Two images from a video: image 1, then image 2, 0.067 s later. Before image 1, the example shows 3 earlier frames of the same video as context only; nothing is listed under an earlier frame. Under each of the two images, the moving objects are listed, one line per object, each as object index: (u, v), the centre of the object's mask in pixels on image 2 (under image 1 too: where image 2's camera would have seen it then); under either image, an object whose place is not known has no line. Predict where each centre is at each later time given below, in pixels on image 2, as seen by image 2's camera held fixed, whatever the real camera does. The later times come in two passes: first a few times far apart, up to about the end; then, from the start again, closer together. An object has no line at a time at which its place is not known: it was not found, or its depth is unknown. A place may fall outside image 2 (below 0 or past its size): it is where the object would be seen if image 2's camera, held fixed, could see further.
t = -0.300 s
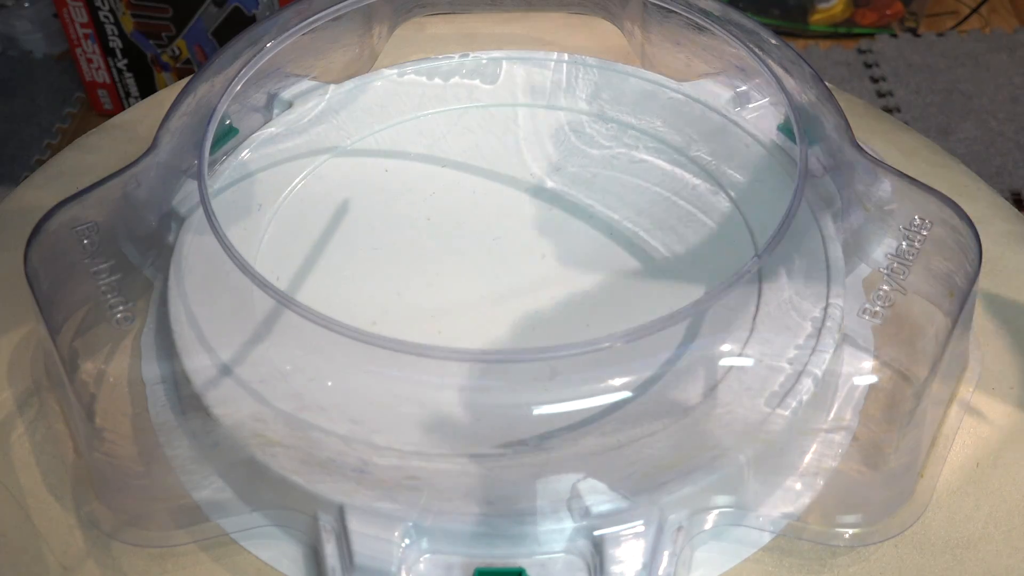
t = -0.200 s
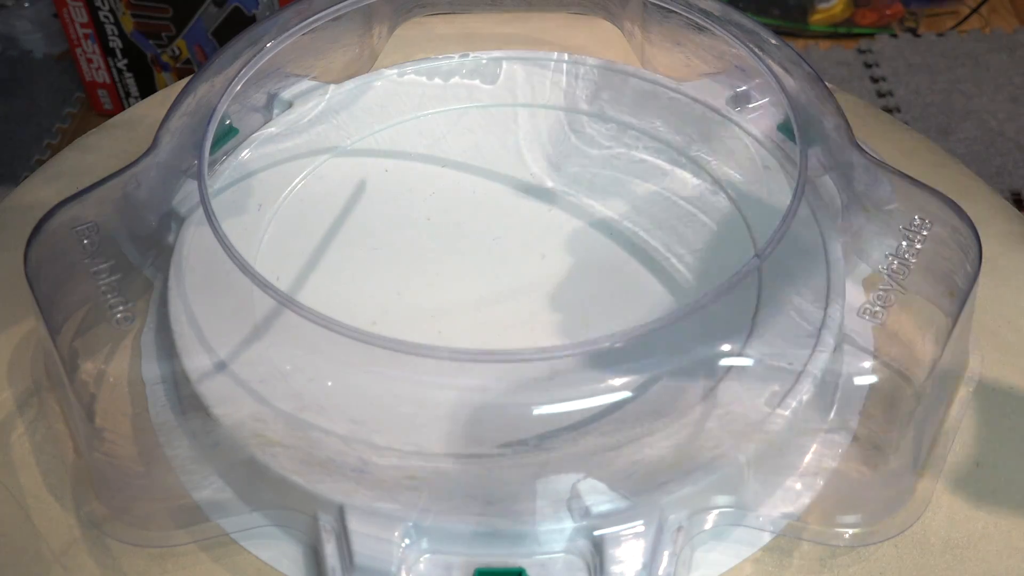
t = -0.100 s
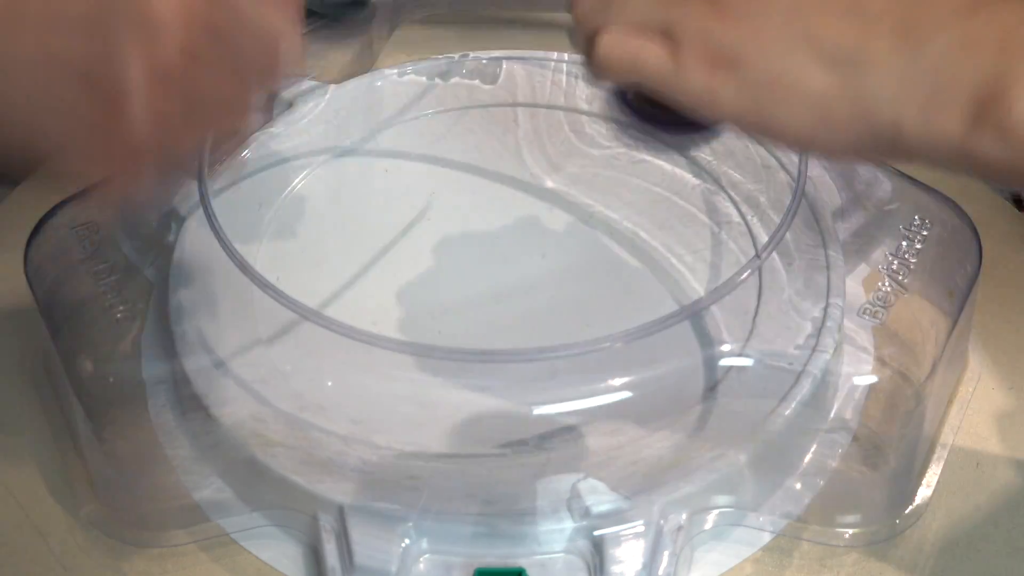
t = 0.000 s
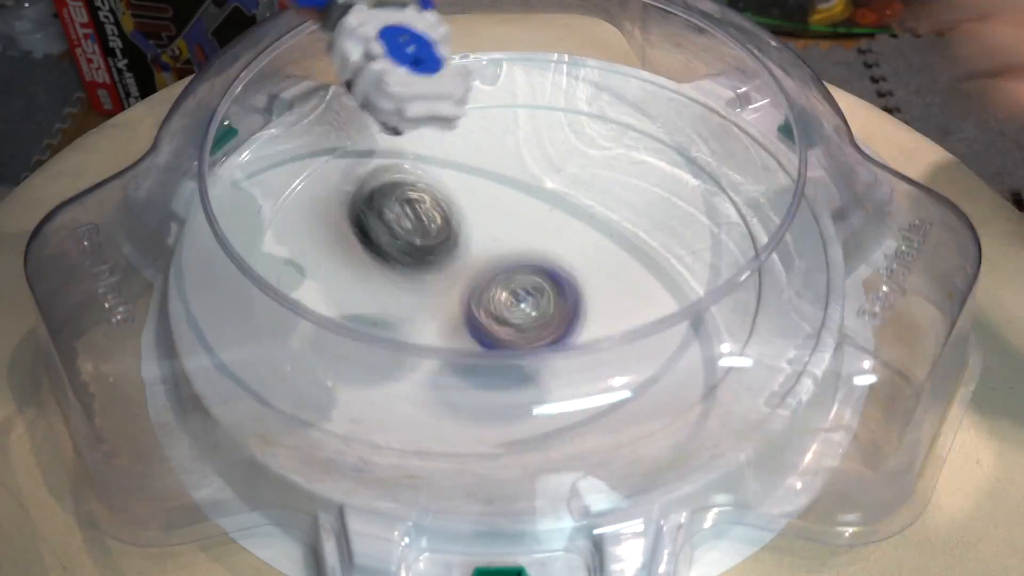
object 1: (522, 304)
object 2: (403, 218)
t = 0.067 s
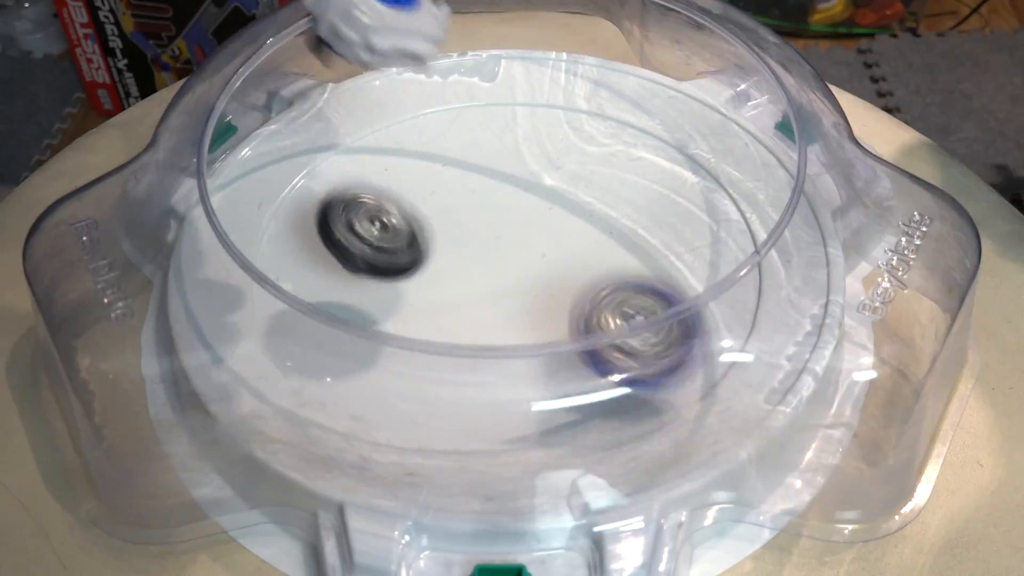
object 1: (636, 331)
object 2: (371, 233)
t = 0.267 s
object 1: (681, 300)
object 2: (327, 257)
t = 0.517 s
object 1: (501, 171)
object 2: (488, 359)
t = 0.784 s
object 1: (524, 132)
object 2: (583, 396)
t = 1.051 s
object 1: (640, 205)
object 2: (543, 313)
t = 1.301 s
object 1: (584, 222)
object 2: (487, 335)
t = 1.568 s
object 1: (540, 150)
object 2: (524, 259)
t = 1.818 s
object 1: (552, 128)
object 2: (718, 158)
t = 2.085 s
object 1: (554, 213)
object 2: (744, 160)
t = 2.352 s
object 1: (369, 260)
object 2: (570, 203)
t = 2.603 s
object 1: (317, 208)
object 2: (411, 179)
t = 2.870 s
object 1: (389, 211)
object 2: (471, 117)
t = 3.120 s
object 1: (479, 269)
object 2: (531, 181)
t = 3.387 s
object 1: (455, 354)
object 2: (440, 270)
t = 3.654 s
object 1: (394, 337)
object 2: (300, 255)
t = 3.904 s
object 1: (440, 305)
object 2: (302, 219)
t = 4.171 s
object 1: (561, 331)
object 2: (456, 273)
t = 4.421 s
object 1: (740, 383)
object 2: (413, 253)
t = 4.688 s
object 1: (741, 321)
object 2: (382, 274)
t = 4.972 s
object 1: (755, 253)
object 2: (336, 139)
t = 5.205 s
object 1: (569, 214)
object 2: (535, 142)
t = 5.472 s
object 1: (644, 276)
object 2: (465, 156)
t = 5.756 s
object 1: (539, 228)
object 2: (440, 231)
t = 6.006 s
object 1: (524, 70)
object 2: (311, 331)
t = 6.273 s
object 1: (463, 110)
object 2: (405, 303)
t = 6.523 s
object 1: (403, 275)
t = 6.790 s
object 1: (364, 357)
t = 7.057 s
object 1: (416, 242)
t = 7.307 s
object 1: (390, 212)
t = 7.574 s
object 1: (338, 233)
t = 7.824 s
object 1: (424, 285)
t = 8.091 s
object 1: (536, 312)
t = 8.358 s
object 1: (624, 296)
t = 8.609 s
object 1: (616, 259)
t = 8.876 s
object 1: (548, 203)
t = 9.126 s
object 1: (478, 172)
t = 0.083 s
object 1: (671, 350)
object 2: (362, 218)
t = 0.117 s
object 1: (702, 351)
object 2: (344, 203)
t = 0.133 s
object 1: (706, 345)
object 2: (336, 200)
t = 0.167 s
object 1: (713, 339)
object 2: (324, 211)
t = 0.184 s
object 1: (713, 333)
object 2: (318, 222)
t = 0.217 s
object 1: (706, 321)
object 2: (311, 256)
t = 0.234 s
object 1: (699, 314)
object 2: (315, 255)
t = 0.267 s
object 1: (681, 300)
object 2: (327, 257)
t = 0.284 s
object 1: (669, 293)
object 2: (334, 263)
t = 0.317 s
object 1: (639, 278)
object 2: (355, 267)
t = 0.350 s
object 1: (609, 268)
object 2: (380, 274)
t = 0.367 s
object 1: (593, 262)
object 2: (394, 277)
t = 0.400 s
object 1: (557, 253)
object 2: (424, 286)
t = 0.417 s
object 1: (539, 249)
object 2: (440, 291)
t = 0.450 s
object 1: (524, 216)
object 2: (454, 308)
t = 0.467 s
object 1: (517, 203)
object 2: (461, 315)
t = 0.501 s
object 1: (505, 184)
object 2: (479, 343)
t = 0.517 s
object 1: (501, 171)
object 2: (488, 359)
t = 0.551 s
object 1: (494, 154)
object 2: (507, 374)
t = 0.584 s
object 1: (490, 139)
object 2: (528, 396)
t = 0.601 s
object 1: (490, 133)
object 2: (537, 404)
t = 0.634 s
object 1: (490, 122)
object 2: (557, 411)
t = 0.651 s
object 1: (491, 119)
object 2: (563, 411)
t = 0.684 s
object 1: (496, 117)
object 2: (574, 409)
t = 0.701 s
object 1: (500, 117)
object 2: (577, 409)
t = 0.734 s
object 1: (508, 120)
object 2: (582, 405)
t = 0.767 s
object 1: (519, 127)
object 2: (583, 399)
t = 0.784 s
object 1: (524, 132)
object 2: (583, 396)
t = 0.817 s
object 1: (539, 145)
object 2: (583, 385)
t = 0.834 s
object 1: (548, 153)
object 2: (584, 381)
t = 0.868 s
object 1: (567, 170)
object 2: (575, 359)
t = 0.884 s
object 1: (577, 179)
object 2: (570, 343)
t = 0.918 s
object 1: (596, 203)
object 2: (564, 329)
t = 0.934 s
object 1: (604, 218)
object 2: (560, 313)
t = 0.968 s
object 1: (616, 236)
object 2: (560, 307)
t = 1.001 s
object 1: (627, 212)
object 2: (553, 301)
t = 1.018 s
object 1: (632, 206)
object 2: (550, 301)
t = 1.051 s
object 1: (640, 205)
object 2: (543, 313)
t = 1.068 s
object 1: (644, 211)
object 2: (539, 317)
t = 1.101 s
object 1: (650, 234)
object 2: (535, 313)
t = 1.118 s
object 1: (648, 233)
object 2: (533, 315)
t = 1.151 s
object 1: (641, 242)
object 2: (530, 316)
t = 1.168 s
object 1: (634, 247)
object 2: (531, 316)
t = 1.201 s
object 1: (618, 251)
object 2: (527, 316)
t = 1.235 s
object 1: (612, 244)
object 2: (512, 320)
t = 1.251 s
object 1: (605, 238)
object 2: (505, 324)
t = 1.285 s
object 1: (591, 229)
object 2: (493, 333)
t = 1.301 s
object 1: (584, 222)
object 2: (487, 335)
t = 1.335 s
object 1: (571, 213)
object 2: (480, 335)
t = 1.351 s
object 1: (564, 207)
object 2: (478, 332)
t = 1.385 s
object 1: (555, 196)
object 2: (473, 322)
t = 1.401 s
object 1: (551, 192)
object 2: (475, 319)
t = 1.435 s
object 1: (544, 180)
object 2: (475, 314)
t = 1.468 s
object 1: (539, 171)
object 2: (482, 306)
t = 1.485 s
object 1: (538, 166)
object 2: (488, 300)
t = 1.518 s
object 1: (536, 158)
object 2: (500, 285)
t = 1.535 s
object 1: (537, 155)
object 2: (507, 277)
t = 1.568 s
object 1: (540, 150)
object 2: (524, 259)
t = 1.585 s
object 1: (542, 147)
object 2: (533, 250)
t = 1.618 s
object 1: (547, 146)
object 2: (552, 233)
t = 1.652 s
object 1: (554, 146)
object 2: (574, 216)
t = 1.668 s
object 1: (553, 140)
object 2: (590, 210)
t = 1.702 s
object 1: (550, 134)
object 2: (623, 198)
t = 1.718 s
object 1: (549, 132)
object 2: (638, 192)
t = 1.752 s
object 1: (549, 127)
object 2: (670, 180)
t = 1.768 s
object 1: (549, 127)
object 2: (685, 173)
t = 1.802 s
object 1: (551, 128)
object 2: (711, 163)
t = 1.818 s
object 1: (552, 128)
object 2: (718, 158)
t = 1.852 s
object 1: (556, 133)
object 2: (732, 159)
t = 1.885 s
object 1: (561, 138)
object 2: (744, 155)
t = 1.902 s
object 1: (564, 141)
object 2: (748, 158)
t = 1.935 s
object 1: (570, 150)
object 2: (753, 157)
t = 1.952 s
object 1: (573, 155)
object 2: (754, 158)
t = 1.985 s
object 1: (577, 167)
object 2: (754, 159)
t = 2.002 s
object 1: (576, 174)
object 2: (755, 159)
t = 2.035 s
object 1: (572, 190)
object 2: (752, 161)
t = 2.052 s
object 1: (567, 197)
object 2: (751, 160)
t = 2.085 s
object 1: (554, 213)
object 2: (744, 160)
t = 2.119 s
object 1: (536, 228)
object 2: (733, 162)
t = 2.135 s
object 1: (526, 235)
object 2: (727, 163)
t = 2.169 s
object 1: (501, 248)
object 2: (712, 168)
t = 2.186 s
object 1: (489, 253)
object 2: (702, 172)
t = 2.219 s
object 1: (463, 260)
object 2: (681, 177)
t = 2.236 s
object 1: (449, 262)
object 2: (669, 181)
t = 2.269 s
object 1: (424, 265)
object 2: (642, 188)
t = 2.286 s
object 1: (411, 266)
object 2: (629, 192)
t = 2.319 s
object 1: (388, 264)
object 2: (599, 198)
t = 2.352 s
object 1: (369, 260)
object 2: (570, 203)
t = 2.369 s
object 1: (360, 258)
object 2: (553, 205)
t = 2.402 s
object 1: (346, 253)
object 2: (523, 209)
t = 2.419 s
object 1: (341, 248)
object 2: (507, 210)
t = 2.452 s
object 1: (335, 241)
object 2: (478, 211)
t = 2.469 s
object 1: (332, 238)
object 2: (464, 209)
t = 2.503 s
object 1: (330, 229)
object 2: (438, 206)
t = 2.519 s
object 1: (331, 224)
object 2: (428, 204)
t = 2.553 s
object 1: (332, 213)
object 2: (418, 198)
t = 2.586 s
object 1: (322, 205)
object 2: (413, 182)
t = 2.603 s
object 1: (317, 208)
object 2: (411, 179)
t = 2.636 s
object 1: (314, 211)
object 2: (409, 164)
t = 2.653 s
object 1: (315, 208)
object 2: (412, 160)
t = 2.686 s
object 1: (318, 208)
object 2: (415, 149)
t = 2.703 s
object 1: (320, 208)
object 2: (418, 143)
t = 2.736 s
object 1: (329, 207)
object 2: (426, 134)
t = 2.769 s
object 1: (341, 207)
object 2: (436, 127)
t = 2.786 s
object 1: (348, 206)
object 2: (442, 125)
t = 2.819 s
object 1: (364, 208)
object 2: (454, 121)
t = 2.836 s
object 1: (372, 209)
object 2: (459, 119)
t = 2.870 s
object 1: (389, 211)
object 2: (471, 117)
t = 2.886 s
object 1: (396, 213)
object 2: (477, 119)
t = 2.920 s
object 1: (413, 217)
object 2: (489, 122)
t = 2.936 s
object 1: (420, 220)
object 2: (495, 124)
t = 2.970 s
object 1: (435, 226)
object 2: (505, 130)
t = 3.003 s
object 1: (448, 232)
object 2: (515, 139)
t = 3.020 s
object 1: (454, 238)
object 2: (519, 143)
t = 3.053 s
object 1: (464, 247)
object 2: (525, 155)
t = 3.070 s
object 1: (469, 253)
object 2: (528, 161)
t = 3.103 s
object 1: (476, 264)
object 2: (531, 174)
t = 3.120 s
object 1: (479, 269)
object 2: (531, 181)
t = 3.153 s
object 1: (482, 280)
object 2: (529, 195)
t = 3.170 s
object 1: (484, 287)
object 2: (527, 202)
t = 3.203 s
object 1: (483, 299)
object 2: (521, 216)
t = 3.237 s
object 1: (480, 307)
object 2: (512, 229)
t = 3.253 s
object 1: (479, 310)
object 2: (506, 235)
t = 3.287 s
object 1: (474, 326)
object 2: (493, 247)
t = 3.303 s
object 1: (470, 331)
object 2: (485, 251)
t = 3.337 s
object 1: (466, 342)
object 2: (468, 259)
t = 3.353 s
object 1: (462, 346)
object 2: (458, 263)
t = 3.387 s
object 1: (455, 354)
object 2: (440, 270)
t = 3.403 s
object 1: (450, 356)
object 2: (430, 272)
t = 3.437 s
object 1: (442, 358)
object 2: (410, 277)
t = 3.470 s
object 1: (432, 361)
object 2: (389, 280)
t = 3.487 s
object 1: (428, 361)
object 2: (380, 280)
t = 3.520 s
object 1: (418, 358)
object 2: (360, 278)
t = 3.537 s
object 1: (413, 356)
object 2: (351, 276)
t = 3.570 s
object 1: (404, 351)
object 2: (335, 272)
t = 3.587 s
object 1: (400, 347)
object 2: (328, 269)
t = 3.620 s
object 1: (396, 343)
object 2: (313, 262)
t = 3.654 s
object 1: (394, 337)
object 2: (300, 255)
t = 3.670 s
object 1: (393, 333)
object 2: (295, 251)
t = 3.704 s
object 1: (393, 328)
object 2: (285, 244)
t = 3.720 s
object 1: (394, 323)
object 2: (282, 241)
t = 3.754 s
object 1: (397, 318)
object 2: (276, 236)
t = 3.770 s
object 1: (399, 314)
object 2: (277, 232)
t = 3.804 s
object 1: (407, 306)
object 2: (277, 229)
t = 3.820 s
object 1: (410, 307)
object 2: (279, 226)
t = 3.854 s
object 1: (421, 305)
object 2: (285, 225)
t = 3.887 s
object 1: (434, 305)
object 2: (296, 223)
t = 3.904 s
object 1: (440, 305)
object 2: (302, 219)
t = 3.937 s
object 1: (457, 306)
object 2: (317, 221)
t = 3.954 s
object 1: (465, 307)
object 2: (325, 220)
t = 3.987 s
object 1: (483, 307)
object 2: (342, 226)
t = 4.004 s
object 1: (490, 307)
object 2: (352, 224)
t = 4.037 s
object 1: (508, 311)
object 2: (372, 234)
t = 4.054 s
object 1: (515, 311)
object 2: (382, 237)
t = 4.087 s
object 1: (530, 313)
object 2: (402, 245)
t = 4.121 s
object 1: (544, 323)
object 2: (425, 255)
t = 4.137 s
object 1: (551, 326)
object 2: (436, 262)
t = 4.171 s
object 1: (561, 331)
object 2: (456, 273)
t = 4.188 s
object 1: (565, 335)
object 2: (466, 278)
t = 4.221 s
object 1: (599, 347)
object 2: (464, 279)
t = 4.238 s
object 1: (625, 356)
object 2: (453, 272)
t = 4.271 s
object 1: (676, 370)
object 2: (434, 269)
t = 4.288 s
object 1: (692, 372)
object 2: (426, 265)
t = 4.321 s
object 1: (725, 381)
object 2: (414, 259)
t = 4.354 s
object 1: (750, 388)
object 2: (408, 255)
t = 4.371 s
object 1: (751, 387)
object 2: (407, 254)
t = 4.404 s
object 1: (747, 385)
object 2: (410, 253)
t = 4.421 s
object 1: (740, 383)
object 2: (413, 253)
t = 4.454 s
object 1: (724, 376)
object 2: (424, 257)
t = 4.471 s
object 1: (717, 373)
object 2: (430, 259)
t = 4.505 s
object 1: (698, 360)
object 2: (447, 266)
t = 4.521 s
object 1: (689, 360)
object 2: (456, 270)
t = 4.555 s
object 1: (670, 357)
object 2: (476, 280)
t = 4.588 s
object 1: (645, 342)
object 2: (494, 292)
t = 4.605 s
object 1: (631, 335)
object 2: (504, 300)
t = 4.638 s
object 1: (664, 327)
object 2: (464, 295)
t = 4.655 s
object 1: (692, 328)
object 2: (436, 290)
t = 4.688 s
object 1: (741, 321)
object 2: (382, 274)
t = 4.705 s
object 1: (754, 313)
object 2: (360, 265)
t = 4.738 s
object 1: (778, 308)
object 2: (322, 247)
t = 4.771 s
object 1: (799, 301)
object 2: (296, 229)
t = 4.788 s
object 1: (807, 299)
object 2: (286, 218)
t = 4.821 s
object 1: (808, 289)
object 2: (275, 201)
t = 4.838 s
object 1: (806, 288)
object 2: (276, 193)
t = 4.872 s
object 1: (800, 279)
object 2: (278, 177)
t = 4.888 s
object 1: (797, 276)
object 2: (284, 170)
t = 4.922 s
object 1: (790, 270)
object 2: (302, 158)
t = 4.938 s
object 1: (773, 263)
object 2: (311, 152)
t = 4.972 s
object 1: (755, 253)
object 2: (336, 139)
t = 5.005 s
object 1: (722, 248)
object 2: (365, 132)
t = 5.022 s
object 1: (717, 247)
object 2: (379, 129)
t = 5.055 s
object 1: (694, 242)
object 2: (409, 128)
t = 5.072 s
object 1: (677, 239)
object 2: (426, 127)
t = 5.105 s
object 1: (647, 233)
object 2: (456, 128)
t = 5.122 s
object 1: (631, 230)
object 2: (471, 130)
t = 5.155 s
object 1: (600, 223)
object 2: (502, 137)
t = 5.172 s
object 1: (582, 219)
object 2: (518, 142)
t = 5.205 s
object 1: (569, 214)
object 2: (535, 142)
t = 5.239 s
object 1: (586, 204)
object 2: (520, 130)
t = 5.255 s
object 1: (594, 204)
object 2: (512, 127)
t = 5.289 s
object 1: (610, 220)
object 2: (497, 131)
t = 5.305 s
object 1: (618, 231)
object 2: (490, 130)
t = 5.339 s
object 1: (628, 251)
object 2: (479, 131)
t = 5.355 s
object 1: (631, 247)
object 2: (475, 132)
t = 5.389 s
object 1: (639, 250)
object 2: (469, 137)
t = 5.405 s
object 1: (642, 258)
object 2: (466, 141)
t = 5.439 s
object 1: (645, 278)
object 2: (464, 147)
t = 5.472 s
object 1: (644, 276)
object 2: (465, 156)
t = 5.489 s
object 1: (641, 280)
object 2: (465, 159)
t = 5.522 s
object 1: (633, 280)
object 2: (467, 167)
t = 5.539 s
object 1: (630, 284)
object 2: (468, 171)
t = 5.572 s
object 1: (618, 283)
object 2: (470, 179)
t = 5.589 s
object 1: (612, 281)
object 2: (469, 183)
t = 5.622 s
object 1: (597, 274)
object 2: (469, 192)
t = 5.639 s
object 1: (587, 271)
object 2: (467, 196)
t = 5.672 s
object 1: (572, 263)
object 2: (463, 205)
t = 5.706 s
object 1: (556, 251)
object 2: (456, 217)
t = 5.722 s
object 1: (549, 244)
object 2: (453, 221)
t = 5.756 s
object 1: (539, 228)
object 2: (440, 231)
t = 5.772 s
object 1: (538, 210)
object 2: (427, 237)
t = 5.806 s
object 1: (539, 171)
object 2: (400, 259)
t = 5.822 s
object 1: (541, 156)
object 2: (384, 273)
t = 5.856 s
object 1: (540, 138)
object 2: (365, 285)
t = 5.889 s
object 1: (538, 106)
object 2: (347, 299)
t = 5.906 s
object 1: (536, 97)
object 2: (338, 308)
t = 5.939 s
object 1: (534, 77)
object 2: (327, 317)
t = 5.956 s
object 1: (530, 73)
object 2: (321, 323)
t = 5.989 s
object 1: (527, 74)
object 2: (314, 328)
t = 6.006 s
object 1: (524, 70)
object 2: (311, 331)
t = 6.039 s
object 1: (517, 68)
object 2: (311, 333)
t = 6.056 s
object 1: (514, 66)
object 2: (311, 333)
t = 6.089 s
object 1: (507, 67)
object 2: (318, 330)
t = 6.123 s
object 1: (500, 68)
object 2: (328, 328)
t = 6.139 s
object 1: (496, 70)
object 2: (329, 328)
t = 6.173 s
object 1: (488, 75)
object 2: (346, 321)
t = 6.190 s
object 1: (483, 78)
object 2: (356, 318)
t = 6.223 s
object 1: (474, 88)
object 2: (374, 312)
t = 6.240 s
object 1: (470, 94)
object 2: (383, 303)
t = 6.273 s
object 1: (463, 110)
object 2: (405, 303)
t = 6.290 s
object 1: (460, 117)
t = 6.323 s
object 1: (452, 139)
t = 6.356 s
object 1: (443, 160)
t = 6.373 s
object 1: (441, 171)
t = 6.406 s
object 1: (433, 194)
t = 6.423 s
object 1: (430, 207)
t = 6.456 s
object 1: (422, 229)
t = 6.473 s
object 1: (417, 242)
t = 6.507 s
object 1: (407, 265)
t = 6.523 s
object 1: (403, 275)
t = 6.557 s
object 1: (397, 291)
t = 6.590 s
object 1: (386, 311)
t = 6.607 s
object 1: (381, 319)
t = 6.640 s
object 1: (371, 344)
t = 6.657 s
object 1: (368, 344)
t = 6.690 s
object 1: (361, 354)
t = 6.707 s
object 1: (359, 357)
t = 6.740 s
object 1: (358, 361)
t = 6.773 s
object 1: (361, 360)
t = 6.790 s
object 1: (364, 357)
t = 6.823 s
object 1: (370, 346)
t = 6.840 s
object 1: (373, 342)
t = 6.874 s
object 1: (380, 325)
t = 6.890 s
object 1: (382, 318)
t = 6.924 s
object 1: (391, 295)
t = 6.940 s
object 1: (393, 291)
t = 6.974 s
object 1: (397, 277)
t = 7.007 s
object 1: (404, 262)
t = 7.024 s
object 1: (408, 255)
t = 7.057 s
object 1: (416, 242)
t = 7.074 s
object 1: (420, 236)
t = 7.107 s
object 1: (427, 226)
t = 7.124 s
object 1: (431, 222)
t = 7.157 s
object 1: (437, 216)
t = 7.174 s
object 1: (440, 214)
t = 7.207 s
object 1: (444, 213)
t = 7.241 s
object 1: (435, 212)
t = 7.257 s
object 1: (422, 211)
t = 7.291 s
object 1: (399, 210)
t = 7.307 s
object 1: (390, 212)
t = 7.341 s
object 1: (375, 214)
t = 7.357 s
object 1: (369, 216)
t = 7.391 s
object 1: (358, 217)
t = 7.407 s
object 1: (353, 215)
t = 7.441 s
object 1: (346, 217)
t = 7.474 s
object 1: (341, 220)
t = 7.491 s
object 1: (339, 222)
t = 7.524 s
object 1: (337, 226)
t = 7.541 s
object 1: (336, 228)
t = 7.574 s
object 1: (338, 233)
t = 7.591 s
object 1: (339, 235)
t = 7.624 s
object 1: (346, 242)
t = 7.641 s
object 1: (351, 244)
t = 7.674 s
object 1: (362, 251)
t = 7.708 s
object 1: (376, 258)
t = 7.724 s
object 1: (383, 262)
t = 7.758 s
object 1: (397, 271)
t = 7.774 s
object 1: (402, 276)
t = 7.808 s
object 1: (417, 281)
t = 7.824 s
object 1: (424, 285)
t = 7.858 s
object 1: (437, 292)
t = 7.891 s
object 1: (452, 298)
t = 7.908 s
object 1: (459, 299)
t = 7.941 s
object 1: (475, 303)
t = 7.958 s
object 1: (484, 305)
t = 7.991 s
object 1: (499, 308)
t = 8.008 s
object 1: (504, 309)
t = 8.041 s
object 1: (516, 312)
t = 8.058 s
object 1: (522, 312)
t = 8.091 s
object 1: (536, 312)
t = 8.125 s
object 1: (550, 310)
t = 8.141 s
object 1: (558, 310)
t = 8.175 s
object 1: (570, 310)
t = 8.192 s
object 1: (576, 309)
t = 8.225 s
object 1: (586, 308)
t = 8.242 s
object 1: (591, 306)
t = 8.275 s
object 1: (601, 303)
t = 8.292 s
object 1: (606, 301)
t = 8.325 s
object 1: (616, 299)
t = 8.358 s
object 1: (624, 296)
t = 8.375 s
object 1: (627, 294)
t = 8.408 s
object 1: (632, 291)
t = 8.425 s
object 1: (634, 289)
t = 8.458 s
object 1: (636, 285)
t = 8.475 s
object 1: (635, 284)
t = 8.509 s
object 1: (633, 278)
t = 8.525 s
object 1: (632, 275)
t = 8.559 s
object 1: (626, 269)
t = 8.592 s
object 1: (620, 261)
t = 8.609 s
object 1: (616, 259)
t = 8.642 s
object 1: (608, 250)
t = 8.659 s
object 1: (604, 247)
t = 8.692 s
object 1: (596, 240)
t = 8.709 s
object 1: (593, 235)
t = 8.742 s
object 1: (584, 228)
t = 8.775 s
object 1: (574, 222)
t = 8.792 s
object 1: (572, 219)
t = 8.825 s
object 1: (561, 210)
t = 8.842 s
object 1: (557, 207)
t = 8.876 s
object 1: (548, 203)
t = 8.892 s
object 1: (543, 201)
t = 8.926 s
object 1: (534, 195)
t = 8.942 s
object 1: (529, 192)
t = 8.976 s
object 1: (520, 187)
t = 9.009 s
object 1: (510, 183)
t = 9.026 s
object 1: (506, 181)
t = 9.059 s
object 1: (496, 176)
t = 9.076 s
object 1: (492, 176)
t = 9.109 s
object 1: (483, 174)
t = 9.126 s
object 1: (478, 172)
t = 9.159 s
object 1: (470, 170)
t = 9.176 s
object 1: (467, 170)
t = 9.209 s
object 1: (460, 171)
